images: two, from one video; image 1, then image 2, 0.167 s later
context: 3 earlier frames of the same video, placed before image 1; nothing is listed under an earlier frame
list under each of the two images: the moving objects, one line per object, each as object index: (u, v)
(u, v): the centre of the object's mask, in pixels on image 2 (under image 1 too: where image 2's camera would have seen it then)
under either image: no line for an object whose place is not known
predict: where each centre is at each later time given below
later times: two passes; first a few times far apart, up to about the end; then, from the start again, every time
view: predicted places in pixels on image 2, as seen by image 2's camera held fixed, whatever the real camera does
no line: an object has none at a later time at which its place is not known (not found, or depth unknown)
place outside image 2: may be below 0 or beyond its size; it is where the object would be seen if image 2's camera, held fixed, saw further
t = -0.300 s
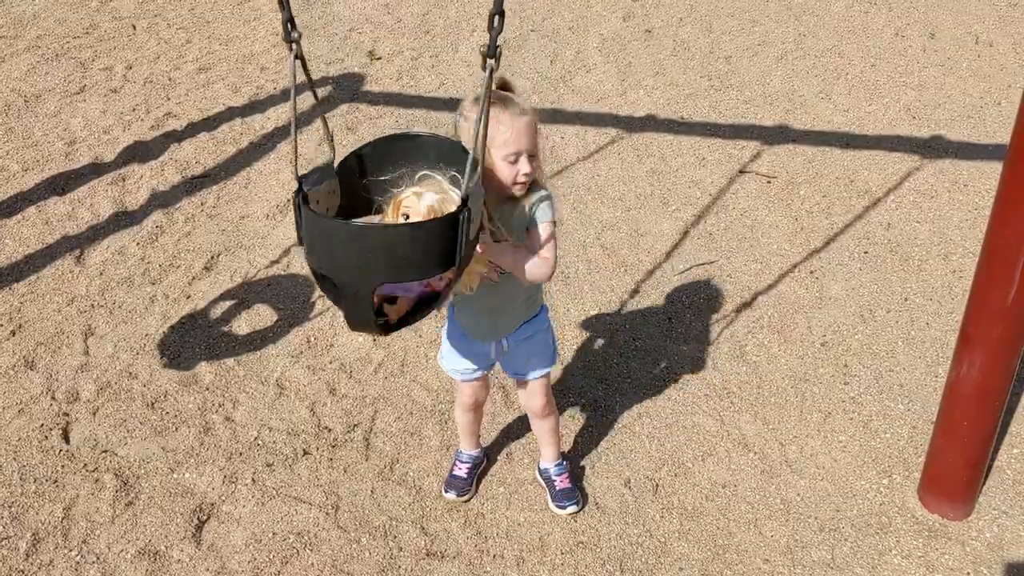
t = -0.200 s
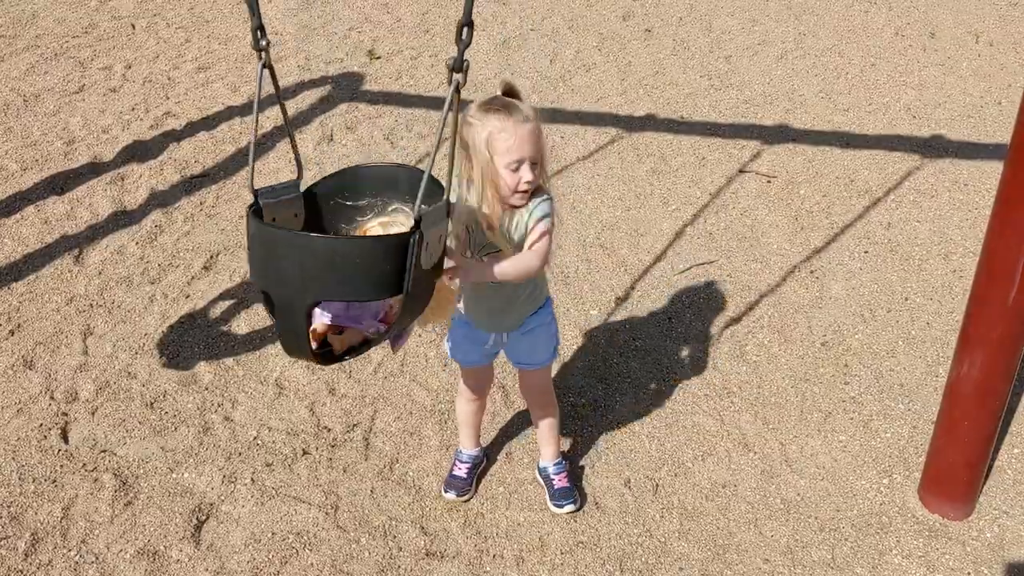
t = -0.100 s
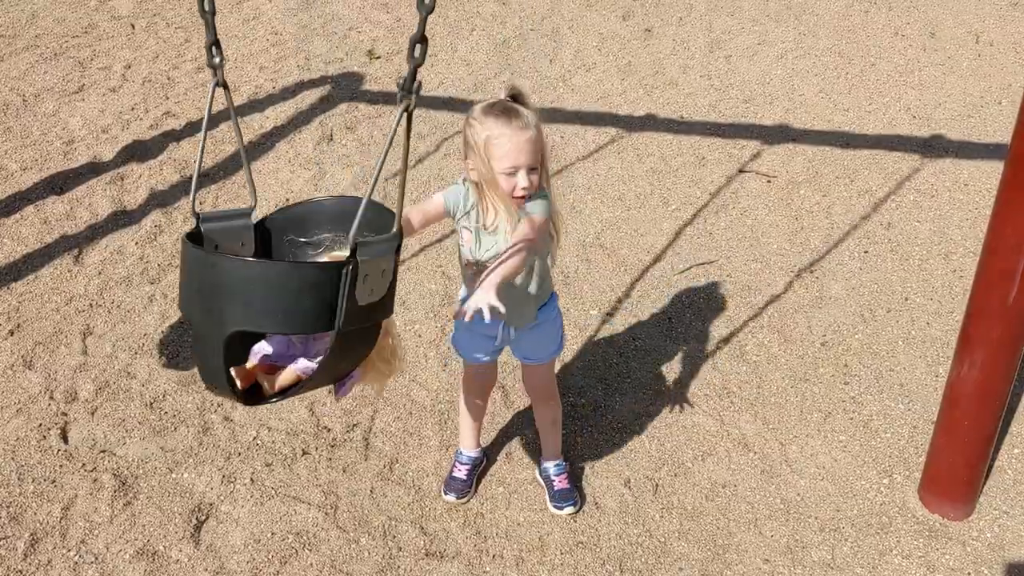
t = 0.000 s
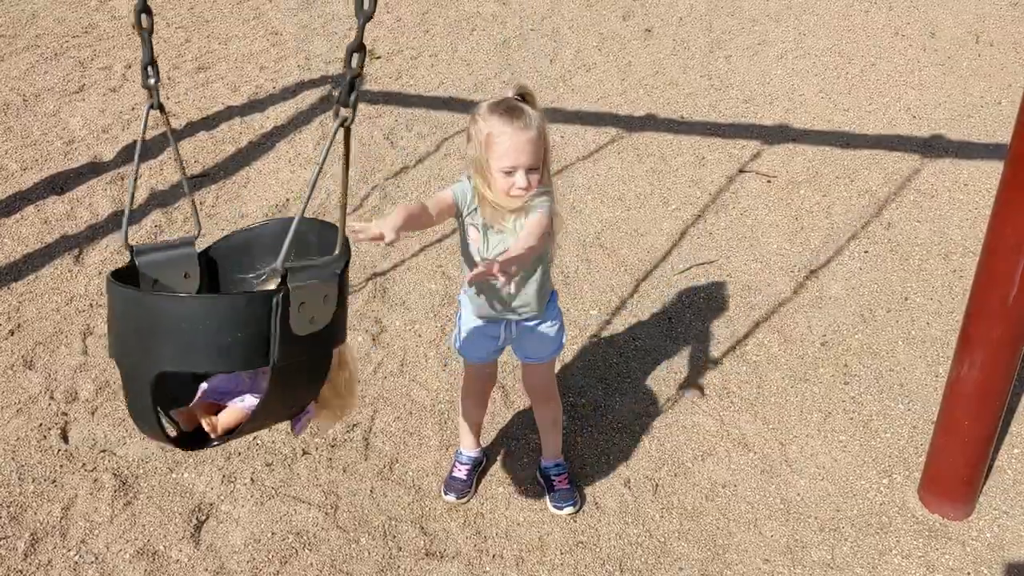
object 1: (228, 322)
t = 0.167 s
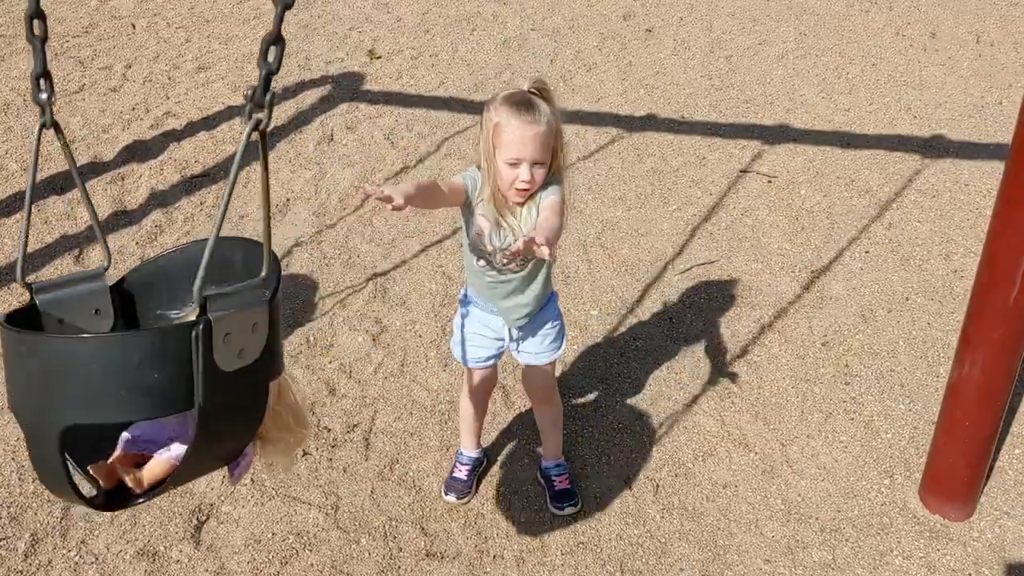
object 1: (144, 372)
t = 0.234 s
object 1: (126, 387)
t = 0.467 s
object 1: (127, 388)
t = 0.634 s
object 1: (210, 375)
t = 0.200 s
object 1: (134, 369)
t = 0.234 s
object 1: (126, 387)
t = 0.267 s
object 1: (122, 393)
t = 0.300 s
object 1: (119, 398)
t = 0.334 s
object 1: (118, 401)
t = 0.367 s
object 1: (122, 384)
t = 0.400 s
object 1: (121, 404)
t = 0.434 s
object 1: (125, 405)
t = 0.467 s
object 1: (127, 388)
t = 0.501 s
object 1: (139, 403)
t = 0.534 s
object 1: (146, 386)
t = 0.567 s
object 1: (163, 383)
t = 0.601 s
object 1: (186, 380)
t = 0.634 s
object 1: (210, 375)
